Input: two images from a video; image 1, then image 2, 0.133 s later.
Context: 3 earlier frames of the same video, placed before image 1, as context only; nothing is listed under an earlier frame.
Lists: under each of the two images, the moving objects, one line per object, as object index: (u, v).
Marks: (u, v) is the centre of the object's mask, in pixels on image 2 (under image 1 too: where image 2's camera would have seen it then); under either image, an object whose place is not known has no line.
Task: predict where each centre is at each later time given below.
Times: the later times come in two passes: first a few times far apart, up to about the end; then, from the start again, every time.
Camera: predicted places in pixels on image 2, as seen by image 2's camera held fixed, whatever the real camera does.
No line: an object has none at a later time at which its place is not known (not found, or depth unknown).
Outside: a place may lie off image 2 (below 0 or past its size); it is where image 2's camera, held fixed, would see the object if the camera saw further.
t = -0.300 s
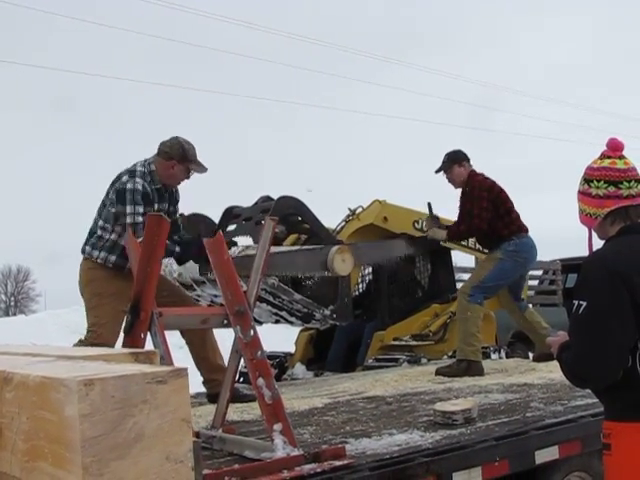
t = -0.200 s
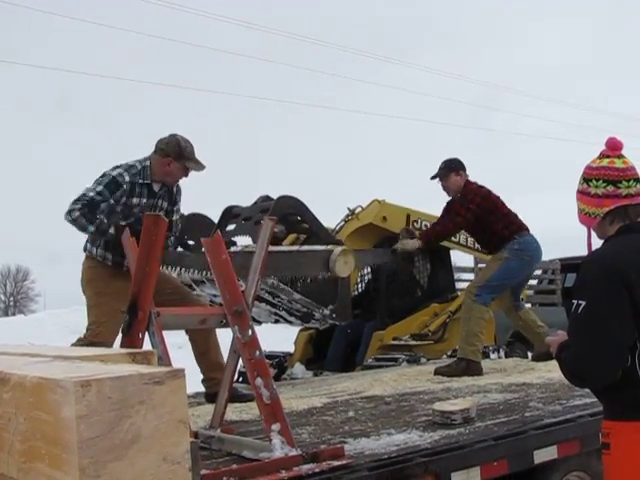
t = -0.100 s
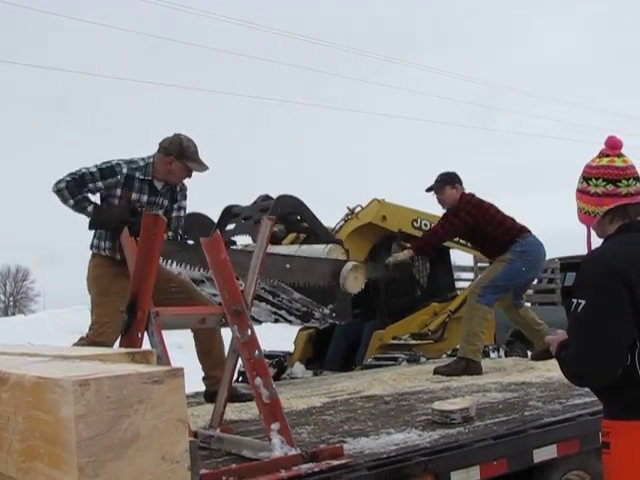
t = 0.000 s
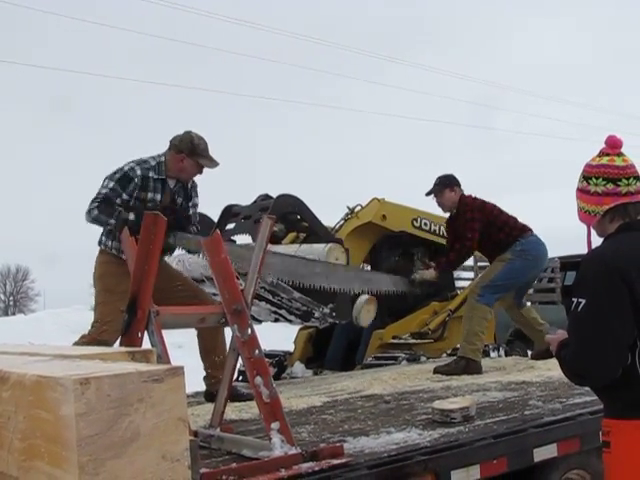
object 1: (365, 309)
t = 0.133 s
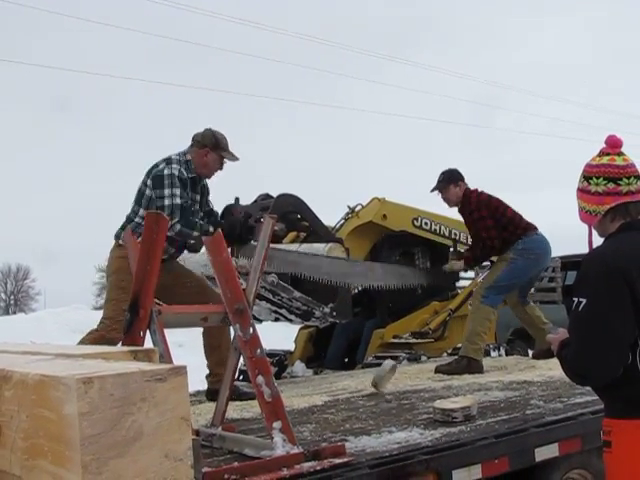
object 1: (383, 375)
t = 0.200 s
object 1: (395, 372)
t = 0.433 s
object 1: (436, 380)
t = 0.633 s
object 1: (461, 380)
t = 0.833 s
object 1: (488, 384)
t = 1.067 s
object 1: (512, 387)
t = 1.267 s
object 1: (537, 389)
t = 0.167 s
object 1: (391, 372)
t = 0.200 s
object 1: (395, 372)
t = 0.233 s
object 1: (401, 373)
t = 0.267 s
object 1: (408, 377)
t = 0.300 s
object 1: (414, 377)
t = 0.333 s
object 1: (420, 375)
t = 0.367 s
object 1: (426, 378)
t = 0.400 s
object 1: (432, 380)
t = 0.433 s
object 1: (436, 380)
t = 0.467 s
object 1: (441, 381)
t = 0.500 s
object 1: (445, 379)
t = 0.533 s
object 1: (449, 380)
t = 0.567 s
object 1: (453, 380)
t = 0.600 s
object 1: (457, 380)
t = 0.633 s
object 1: (461, 380)
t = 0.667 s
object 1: (466, 381)
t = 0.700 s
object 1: (471, 381)
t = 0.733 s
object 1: (475, 382)
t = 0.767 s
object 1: (479, 382)
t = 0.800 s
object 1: (484, 383)
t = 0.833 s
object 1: (488, 384)
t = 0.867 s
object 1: (492, 384)
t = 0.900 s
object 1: (495, 384)
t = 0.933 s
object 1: (497, 385)
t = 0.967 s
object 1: (501, 387)
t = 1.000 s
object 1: (505, 387)
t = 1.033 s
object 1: (509, 388)
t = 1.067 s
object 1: (512, 387)
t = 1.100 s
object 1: (515, 388)
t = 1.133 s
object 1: (519, 389)
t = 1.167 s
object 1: (523, 388)
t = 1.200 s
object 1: (528, 388)
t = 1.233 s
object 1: (532, 388)
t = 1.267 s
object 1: (537, 389)
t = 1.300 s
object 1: (540, 389)
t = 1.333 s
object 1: (543, 390)
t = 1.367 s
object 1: (547, 391)
